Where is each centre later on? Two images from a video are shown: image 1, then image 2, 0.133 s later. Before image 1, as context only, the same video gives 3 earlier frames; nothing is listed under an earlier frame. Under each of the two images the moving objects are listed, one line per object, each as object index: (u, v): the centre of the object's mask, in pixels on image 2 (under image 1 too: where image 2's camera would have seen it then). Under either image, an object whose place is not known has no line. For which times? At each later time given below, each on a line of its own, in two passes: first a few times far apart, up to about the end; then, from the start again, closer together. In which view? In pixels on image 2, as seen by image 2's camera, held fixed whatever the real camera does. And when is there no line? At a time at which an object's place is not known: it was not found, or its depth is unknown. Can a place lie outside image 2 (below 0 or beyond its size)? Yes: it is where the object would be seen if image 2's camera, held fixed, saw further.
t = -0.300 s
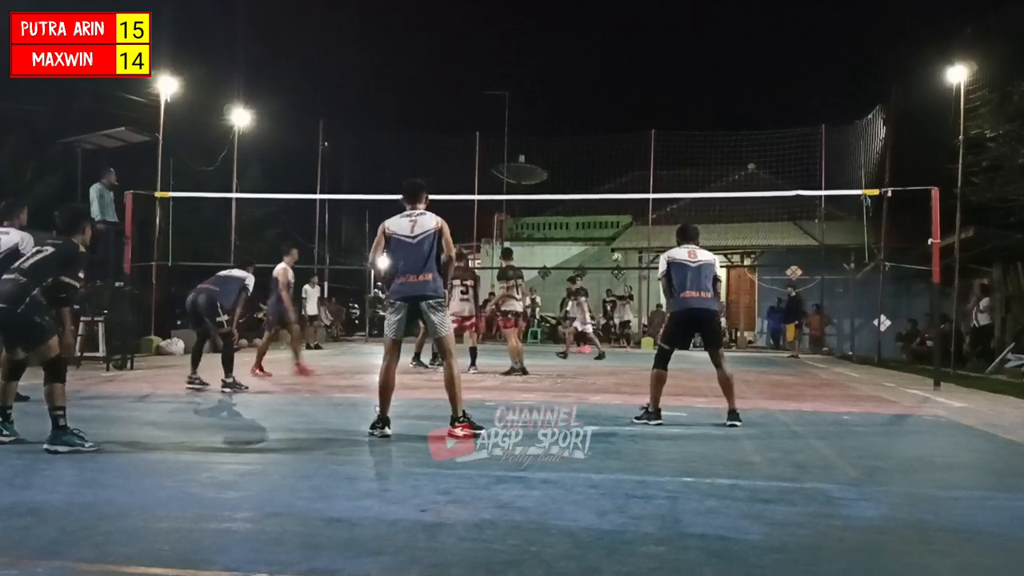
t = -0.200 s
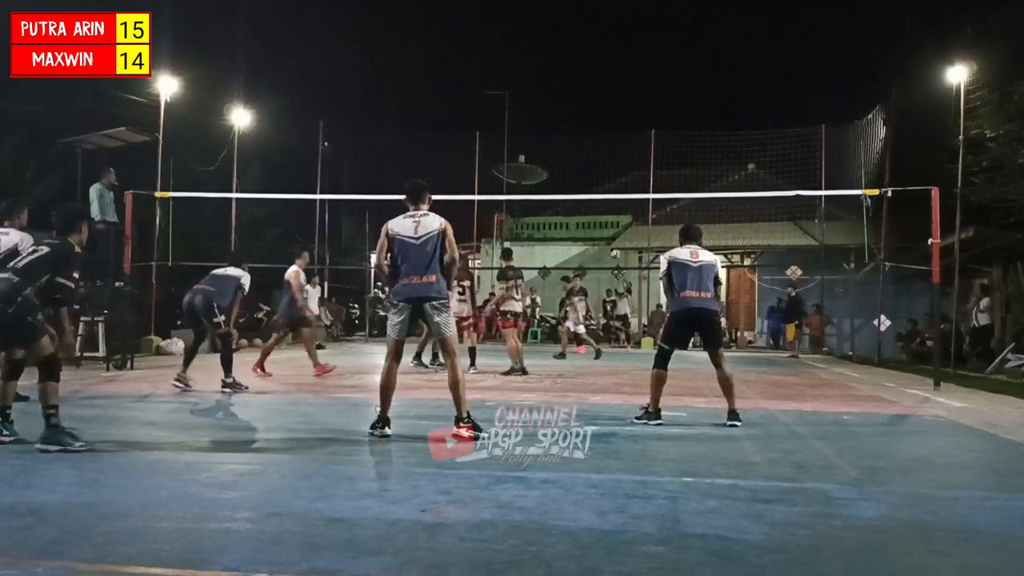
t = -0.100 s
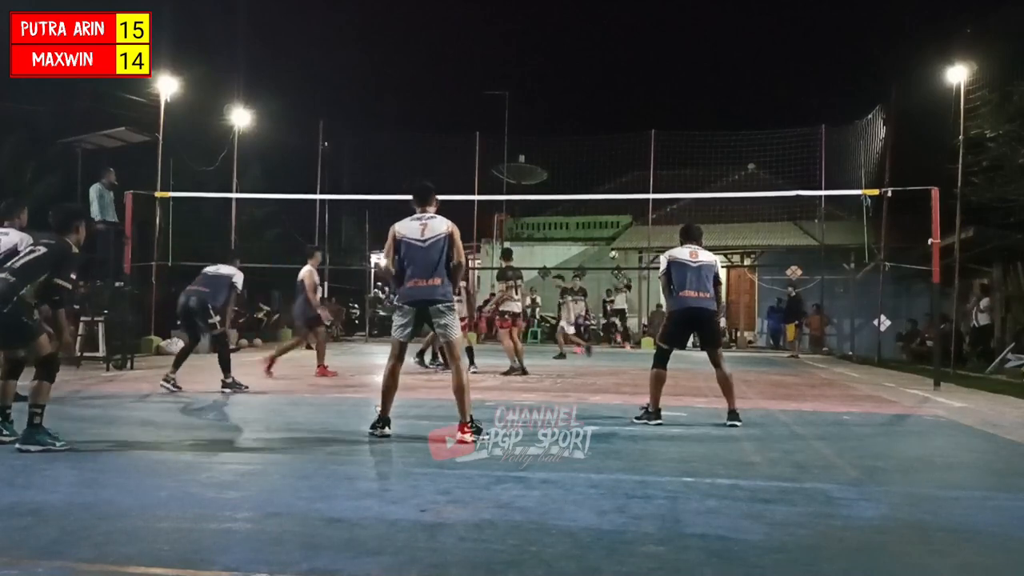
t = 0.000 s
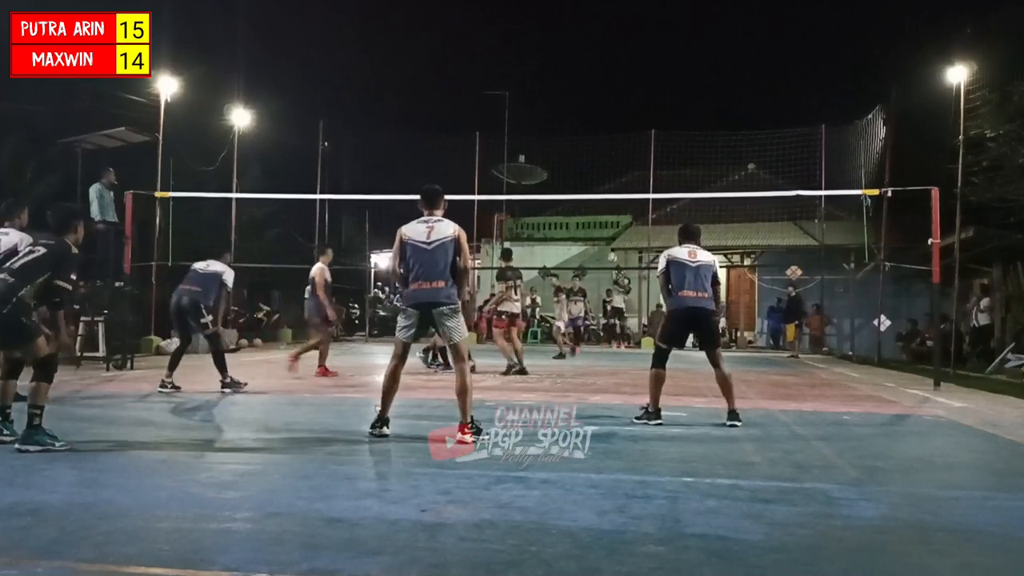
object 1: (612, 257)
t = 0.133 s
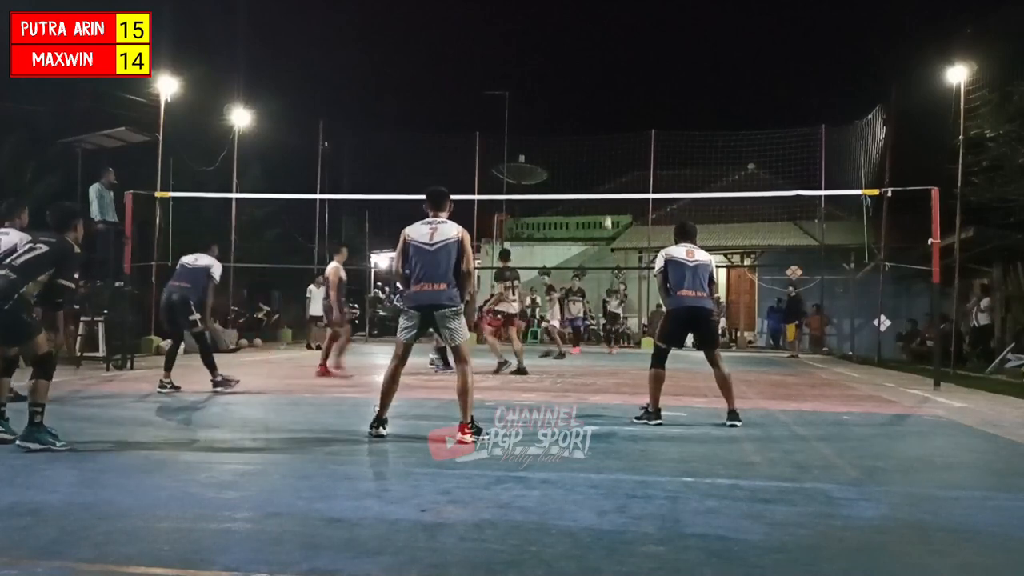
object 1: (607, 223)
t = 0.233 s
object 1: (602, 198)
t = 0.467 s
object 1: (589, 144)
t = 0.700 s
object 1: (577, 109)
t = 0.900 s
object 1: (563, 103)
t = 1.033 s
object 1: (552, 120)
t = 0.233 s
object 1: (602, 198)
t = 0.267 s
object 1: (599, 187)
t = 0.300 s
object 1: (598, 181)
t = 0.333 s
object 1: (596, 173)
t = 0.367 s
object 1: (595, 165)
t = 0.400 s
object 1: (593, 158)
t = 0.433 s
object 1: (591, 151)
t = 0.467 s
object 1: (589, 144)
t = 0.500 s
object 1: (587, 137)
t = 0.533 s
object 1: (585, 131)
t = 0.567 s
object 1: (583, 126)
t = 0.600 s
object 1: (582, 121)
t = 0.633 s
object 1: (580, 117)
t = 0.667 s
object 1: (578, 112)
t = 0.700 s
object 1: (577, 109)
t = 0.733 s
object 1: (574, 105)
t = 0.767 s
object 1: (572, 103)
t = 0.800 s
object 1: (570, 102)
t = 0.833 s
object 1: (568, 101)
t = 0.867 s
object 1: (566, 102)
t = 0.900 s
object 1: (563, 103)
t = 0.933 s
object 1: (561, 105)
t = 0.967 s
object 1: (558, 109)
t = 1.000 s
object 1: (555, 114)
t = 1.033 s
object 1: (552, 120)
